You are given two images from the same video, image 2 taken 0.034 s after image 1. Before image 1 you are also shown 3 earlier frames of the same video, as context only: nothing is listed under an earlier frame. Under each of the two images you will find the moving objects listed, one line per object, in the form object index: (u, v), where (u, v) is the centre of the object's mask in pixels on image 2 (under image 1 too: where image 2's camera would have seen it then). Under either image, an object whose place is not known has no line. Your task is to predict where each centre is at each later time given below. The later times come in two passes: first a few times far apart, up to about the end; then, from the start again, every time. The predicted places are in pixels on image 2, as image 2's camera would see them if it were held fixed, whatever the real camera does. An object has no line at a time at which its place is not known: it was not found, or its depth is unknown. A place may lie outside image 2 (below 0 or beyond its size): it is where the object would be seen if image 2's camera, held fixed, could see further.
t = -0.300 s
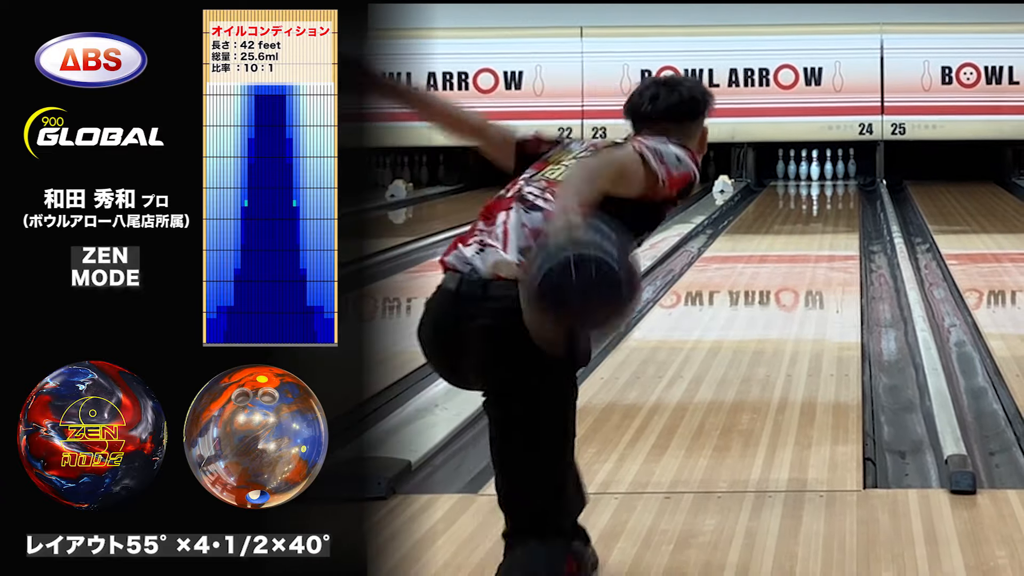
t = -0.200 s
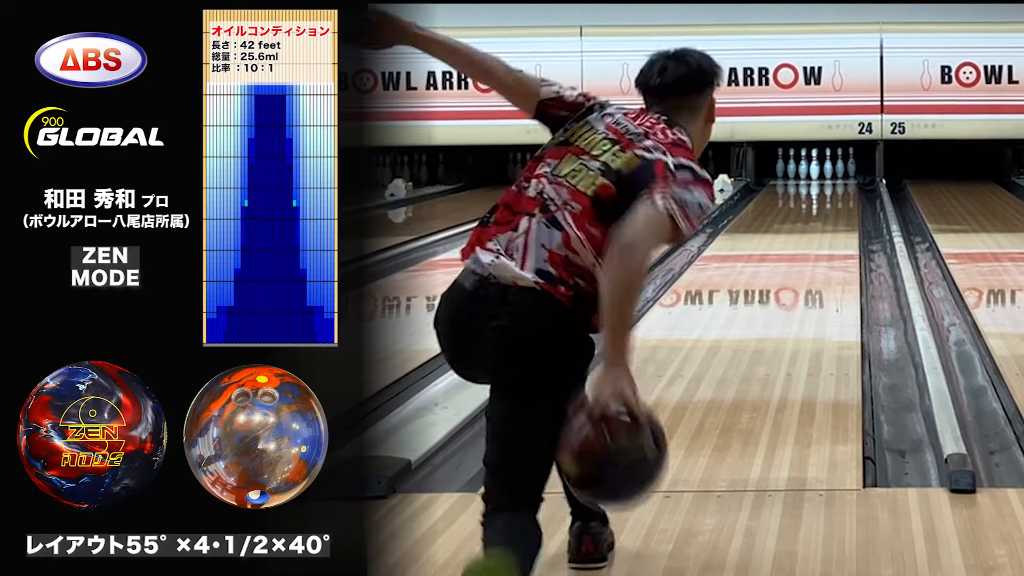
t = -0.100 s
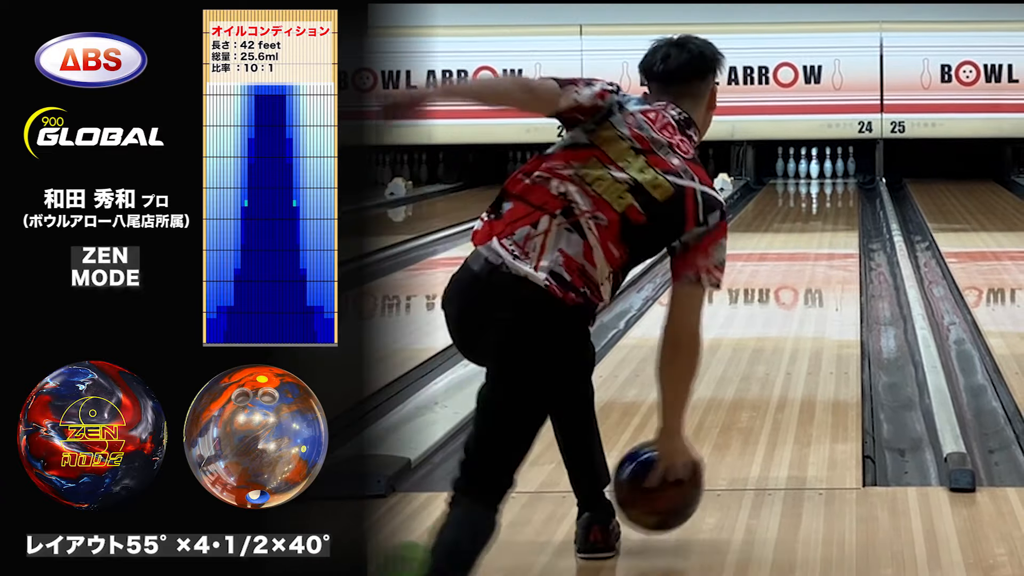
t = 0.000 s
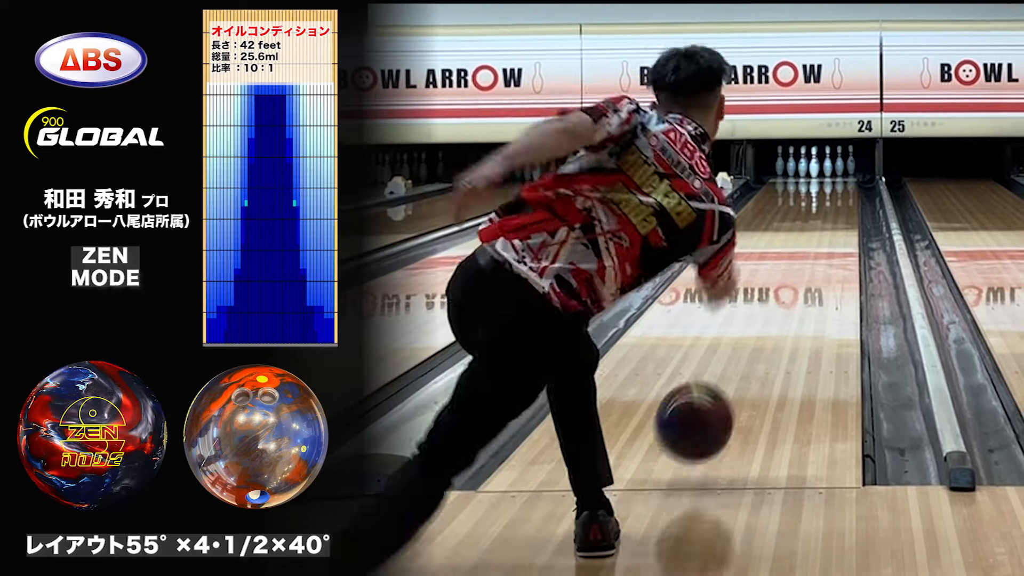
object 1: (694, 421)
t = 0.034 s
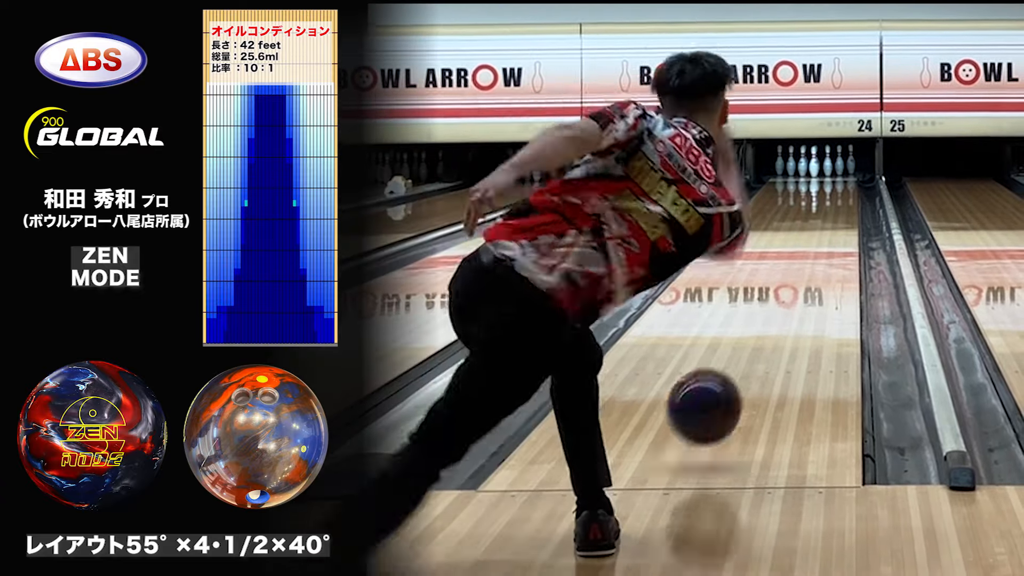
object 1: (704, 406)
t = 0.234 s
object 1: (750, 358)
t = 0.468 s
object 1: (783, 305)
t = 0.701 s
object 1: (805, 269)
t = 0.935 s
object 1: (820, 244)
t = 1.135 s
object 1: (828, 227)
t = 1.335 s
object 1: (834, 214)
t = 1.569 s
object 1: (839, 202)
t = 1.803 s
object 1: (841, 193)
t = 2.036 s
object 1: (842, 185)
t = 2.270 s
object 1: (838, 178)
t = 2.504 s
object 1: (829, 173)
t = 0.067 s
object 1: (714, 396)
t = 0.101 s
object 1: (722, 391)
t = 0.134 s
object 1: (730, 389)
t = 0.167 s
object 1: (738, 376)
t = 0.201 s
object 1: (744, 366)
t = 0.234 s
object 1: (750, 358)
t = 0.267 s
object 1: (756, 349)
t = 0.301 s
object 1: (761, 341)
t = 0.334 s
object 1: (766, 333)
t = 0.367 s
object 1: (771, 325)
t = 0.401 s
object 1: (775, 318)
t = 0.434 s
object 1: (780, 311)
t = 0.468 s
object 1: (783, 305)
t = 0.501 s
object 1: (787, 299)
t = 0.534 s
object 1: (791, 293)
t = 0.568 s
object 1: (794, 288)
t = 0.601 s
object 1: (797, 283)
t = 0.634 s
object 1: (800, 278)
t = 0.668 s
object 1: (802, 273)
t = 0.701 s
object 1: (805, 269)
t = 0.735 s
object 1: (807, 265)
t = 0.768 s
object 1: (810, 261)
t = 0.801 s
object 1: (812, 257)
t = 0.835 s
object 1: (814, 254)
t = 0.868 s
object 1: (816, 250)
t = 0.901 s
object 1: (818, 247)
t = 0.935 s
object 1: (820, 244)
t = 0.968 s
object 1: (821, 240)
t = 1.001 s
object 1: (823, 237)
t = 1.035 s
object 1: (824, 235)
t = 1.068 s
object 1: (826, 232)
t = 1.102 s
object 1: (827, 230)
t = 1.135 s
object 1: (828, 227)
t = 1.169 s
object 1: (829, 225)
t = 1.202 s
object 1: (831, 222)
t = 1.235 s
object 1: (832, 220)
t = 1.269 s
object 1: (833, 218)
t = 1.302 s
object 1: (833, 216)
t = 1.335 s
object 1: (834, 214)
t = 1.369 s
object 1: (835, 212)
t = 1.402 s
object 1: (836, 211)
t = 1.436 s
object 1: (836, 209)
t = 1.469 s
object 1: (837, 207)
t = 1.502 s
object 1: (837, 205)
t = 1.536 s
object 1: (838, 204)
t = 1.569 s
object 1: (839, 202)
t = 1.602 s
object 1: (839, 201)
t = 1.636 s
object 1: (839, 199)
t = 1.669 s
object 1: (840, 197)
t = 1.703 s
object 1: (840, 195)
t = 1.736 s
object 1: (840, 194)
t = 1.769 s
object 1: (840, 193)
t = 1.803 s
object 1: (841, 193)
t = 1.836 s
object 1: (841, 192)
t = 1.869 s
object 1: (841, 190)
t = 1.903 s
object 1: (842, 189)
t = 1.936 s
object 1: (842, 188)
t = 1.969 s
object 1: (842, 187)
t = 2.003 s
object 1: (842, 186)
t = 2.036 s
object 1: (842, 185)
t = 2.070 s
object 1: (842, 183)
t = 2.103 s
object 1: (841, 183)
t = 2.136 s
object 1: (841, 182)
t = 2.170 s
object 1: (840, 181)
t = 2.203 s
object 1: (840, 180)
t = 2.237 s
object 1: (839, 179)
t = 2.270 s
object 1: (838, 178)
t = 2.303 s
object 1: (837, 177)
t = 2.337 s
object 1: (836, 176)
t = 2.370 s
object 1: (835, 176)
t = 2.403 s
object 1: (833, 175)
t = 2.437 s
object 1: (832, 175)
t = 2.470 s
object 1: (830, 174)
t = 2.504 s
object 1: (829, 173)
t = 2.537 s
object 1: (827, 172)
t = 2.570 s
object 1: (826, 172)
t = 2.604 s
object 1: (825, 172)
